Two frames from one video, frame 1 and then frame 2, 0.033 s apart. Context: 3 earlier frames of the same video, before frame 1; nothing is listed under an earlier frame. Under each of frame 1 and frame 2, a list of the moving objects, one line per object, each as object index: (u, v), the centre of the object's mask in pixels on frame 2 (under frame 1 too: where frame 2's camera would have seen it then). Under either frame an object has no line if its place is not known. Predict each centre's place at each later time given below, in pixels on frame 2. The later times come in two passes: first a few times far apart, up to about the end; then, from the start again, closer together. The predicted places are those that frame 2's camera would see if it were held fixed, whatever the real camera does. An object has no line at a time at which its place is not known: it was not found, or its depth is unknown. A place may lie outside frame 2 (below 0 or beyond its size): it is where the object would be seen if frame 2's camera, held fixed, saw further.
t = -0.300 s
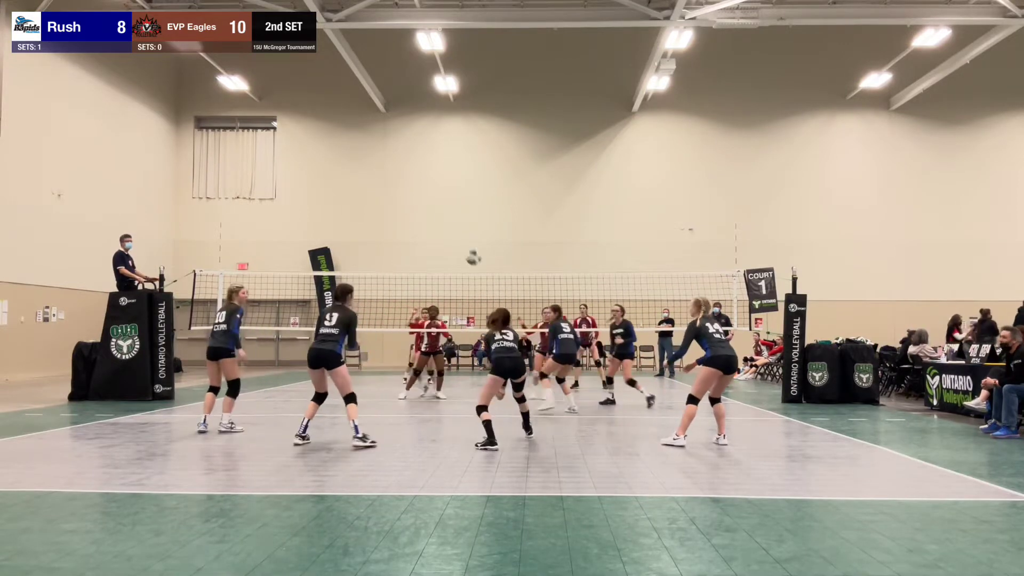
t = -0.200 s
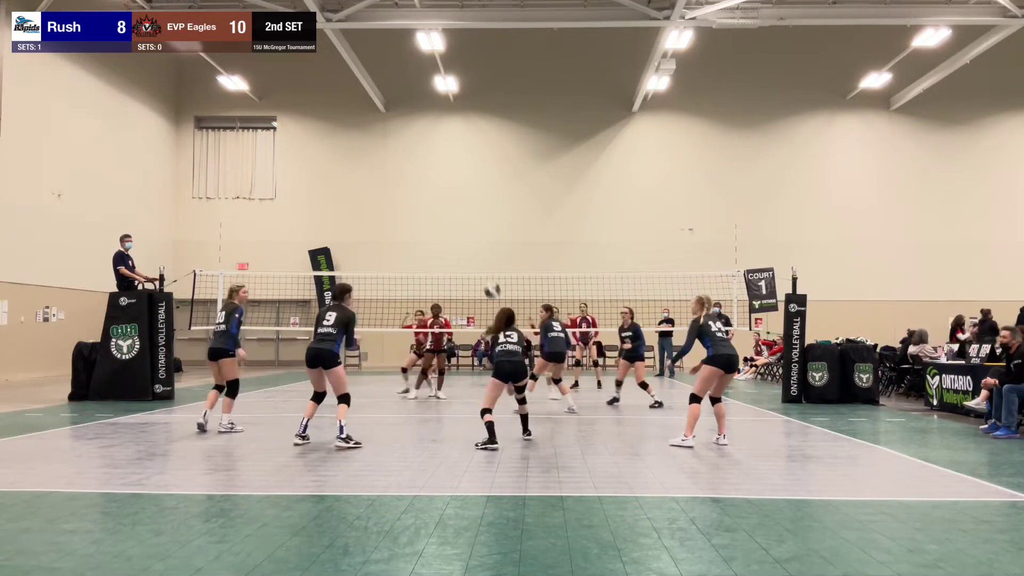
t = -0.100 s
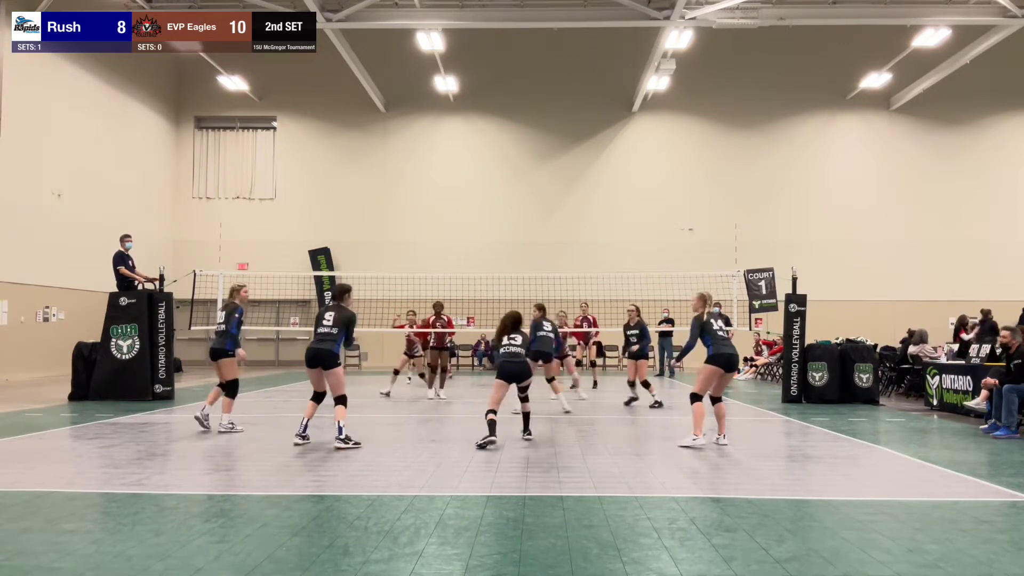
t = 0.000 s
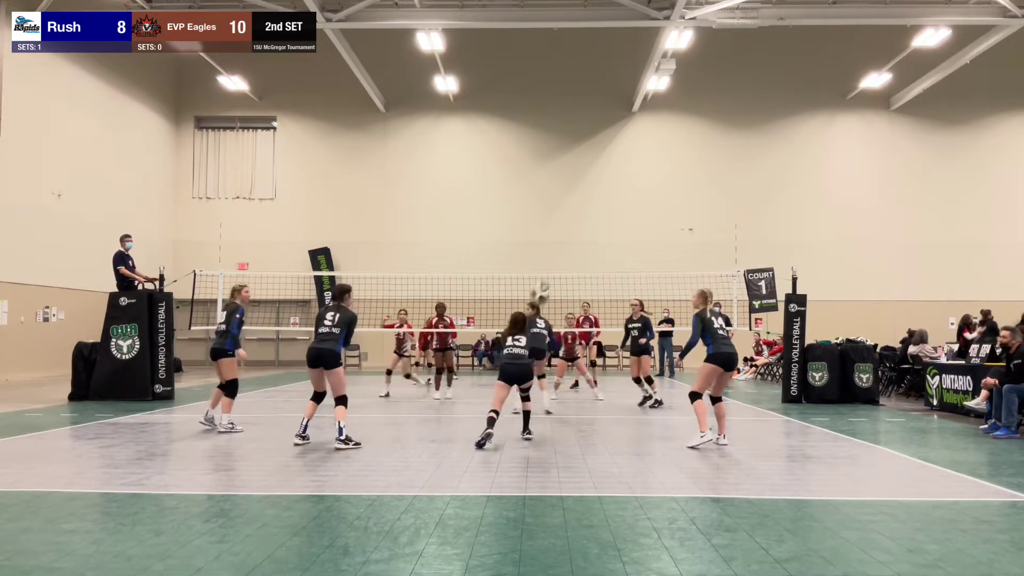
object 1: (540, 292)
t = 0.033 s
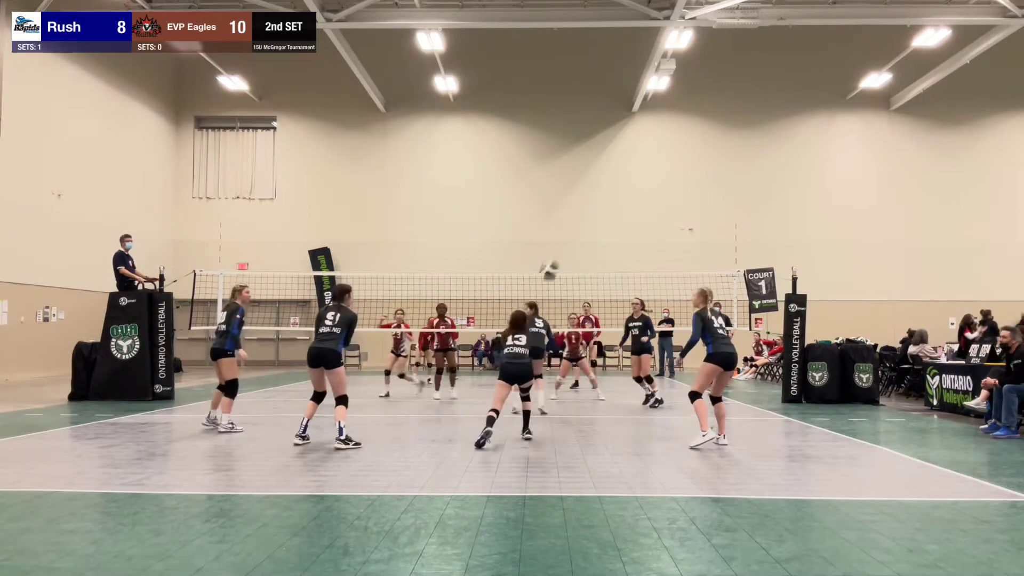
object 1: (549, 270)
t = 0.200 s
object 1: (593, 175)
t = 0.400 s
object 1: (644, 96)
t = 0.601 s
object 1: (698, 51)
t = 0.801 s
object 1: (750, 44)
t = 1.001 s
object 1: (803, 73)
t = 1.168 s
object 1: (845, 126)
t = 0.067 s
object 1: (558, 249)
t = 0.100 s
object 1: (567, 228)
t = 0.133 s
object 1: (575, 210)
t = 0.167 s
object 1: (583, 192)
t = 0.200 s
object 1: (593, 175)
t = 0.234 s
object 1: (601, 159)
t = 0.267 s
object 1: (610, 144)
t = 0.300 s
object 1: (619, 129)
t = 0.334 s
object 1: (628, 116)
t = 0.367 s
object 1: (636, 105)
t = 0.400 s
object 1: (644, 96)
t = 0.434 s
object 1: (652, 86)
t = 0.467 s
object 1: (667, 72)
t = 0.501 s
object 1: (671, 67)
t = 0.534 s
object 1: (680, 61)
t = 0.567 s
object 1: (689, 56)
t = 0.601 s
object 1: (698, 51)
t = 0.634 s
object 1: (707, 47)
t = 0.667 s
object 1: (714, 45)
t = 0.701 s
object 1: (723, 43)
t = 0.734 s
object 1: (733, 43)
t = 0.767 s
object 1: (741, 43)
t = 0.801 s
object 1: (750, 44)
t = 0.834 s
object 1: (759, 46)
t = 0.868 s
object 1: (767, 50)
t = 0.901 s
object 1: (777, 54)
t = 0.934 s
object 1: (785, 58)
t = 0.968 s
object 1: (794, 65)
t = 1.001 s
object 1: (803, 73)
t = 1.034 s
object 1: (811, 80)
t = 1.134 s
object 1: (837, 111)
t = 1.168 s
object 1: (845, 126)
